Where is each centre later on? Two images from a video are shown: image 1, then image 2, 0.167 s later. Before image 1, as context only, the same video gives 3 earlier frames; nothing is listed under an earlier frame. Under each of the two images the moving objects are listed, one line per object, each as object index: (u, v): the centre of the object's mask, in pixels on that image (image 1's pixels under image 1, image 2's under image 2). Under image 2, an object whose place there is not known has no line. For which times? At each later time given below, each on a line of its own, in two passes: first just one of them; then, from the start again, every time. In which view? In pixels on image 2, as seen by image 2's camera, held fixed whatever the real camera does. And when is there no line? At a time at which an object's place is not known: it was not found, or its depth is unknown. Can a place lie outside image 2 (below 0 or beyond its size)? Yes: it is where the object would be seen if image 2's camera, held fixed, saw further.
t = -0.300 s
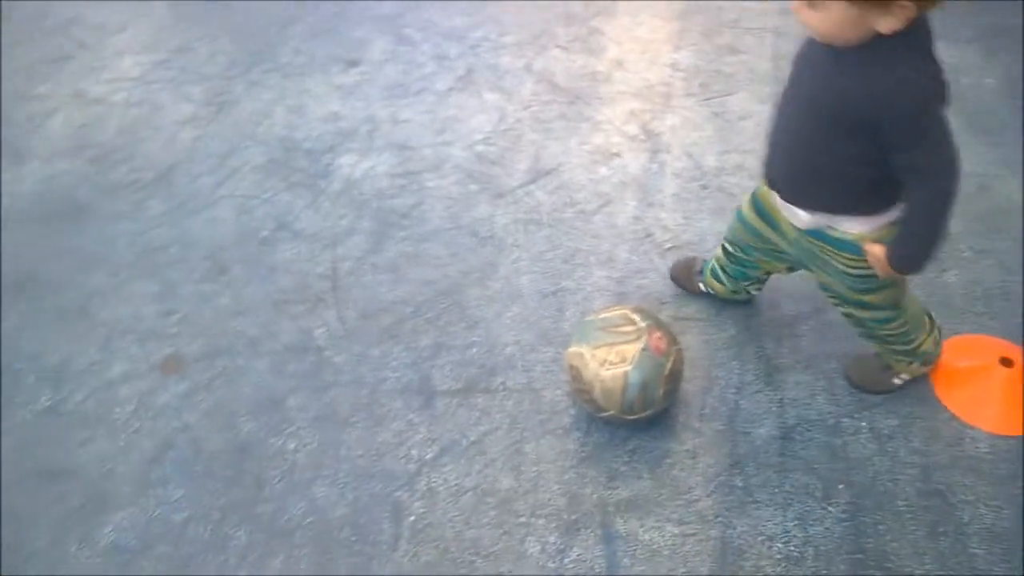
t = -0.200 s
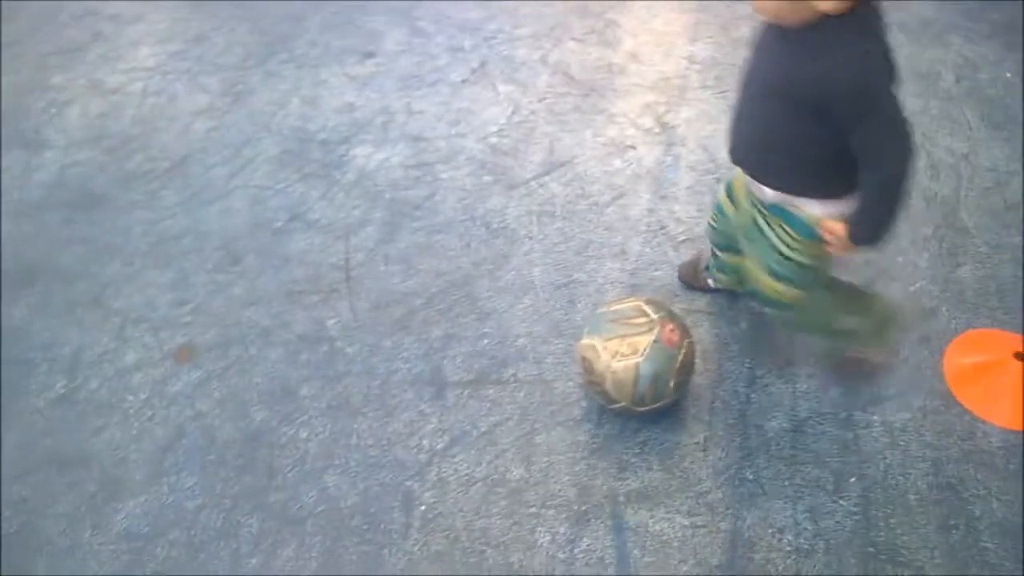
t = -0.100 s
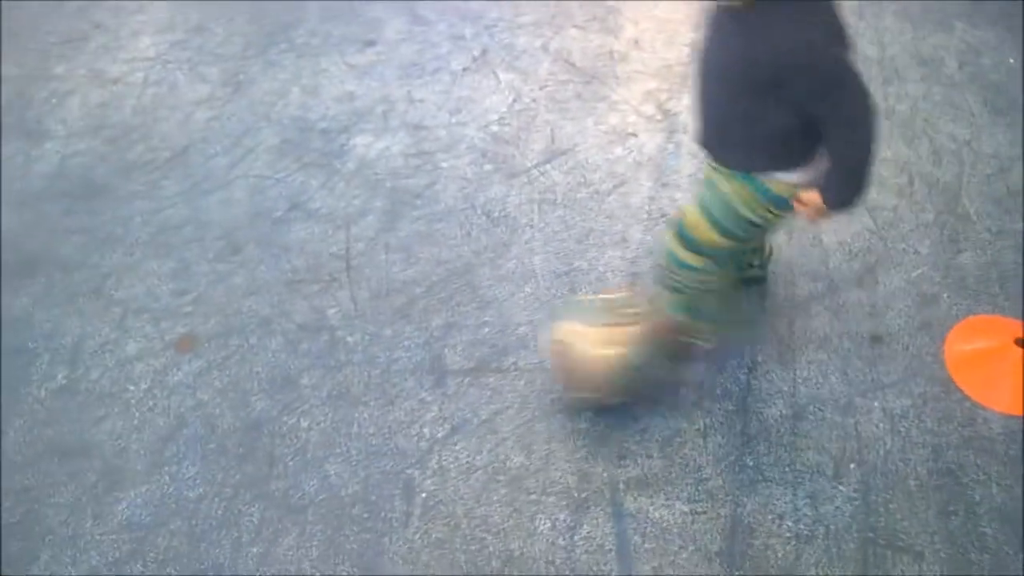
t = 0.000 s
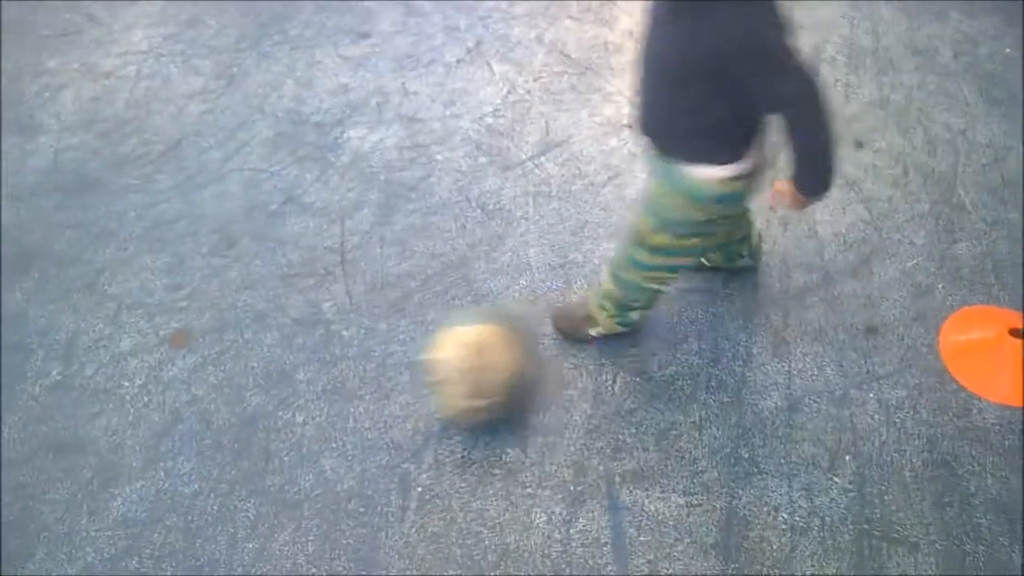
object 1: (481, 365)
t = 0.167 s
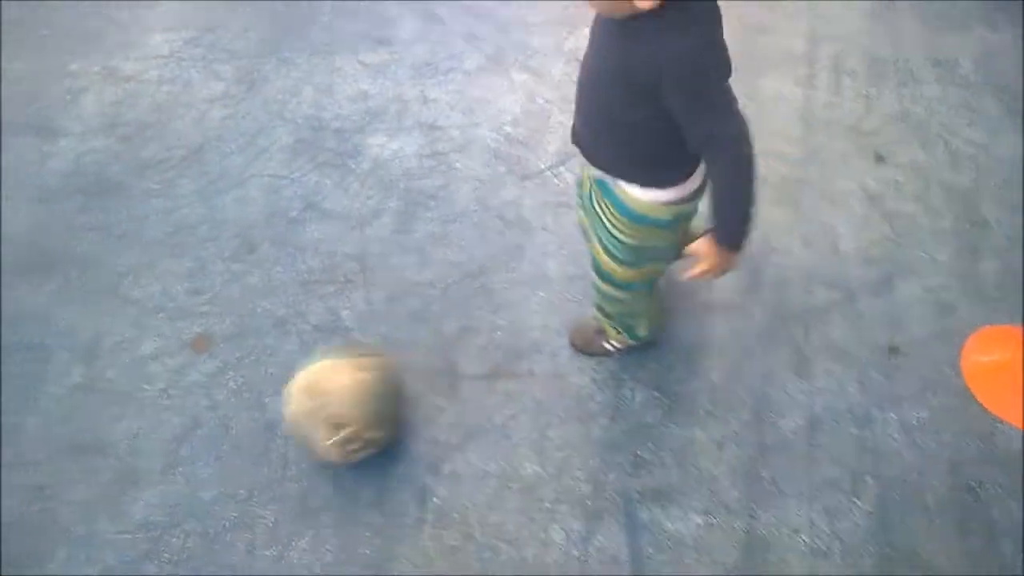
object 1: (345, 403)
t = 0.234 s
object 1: (303, 410)
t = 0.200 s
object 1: (322, 410)
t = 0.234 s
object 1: (303, 410)
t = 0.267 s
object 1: (281, 413)
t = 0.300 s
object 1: (261, 415)
